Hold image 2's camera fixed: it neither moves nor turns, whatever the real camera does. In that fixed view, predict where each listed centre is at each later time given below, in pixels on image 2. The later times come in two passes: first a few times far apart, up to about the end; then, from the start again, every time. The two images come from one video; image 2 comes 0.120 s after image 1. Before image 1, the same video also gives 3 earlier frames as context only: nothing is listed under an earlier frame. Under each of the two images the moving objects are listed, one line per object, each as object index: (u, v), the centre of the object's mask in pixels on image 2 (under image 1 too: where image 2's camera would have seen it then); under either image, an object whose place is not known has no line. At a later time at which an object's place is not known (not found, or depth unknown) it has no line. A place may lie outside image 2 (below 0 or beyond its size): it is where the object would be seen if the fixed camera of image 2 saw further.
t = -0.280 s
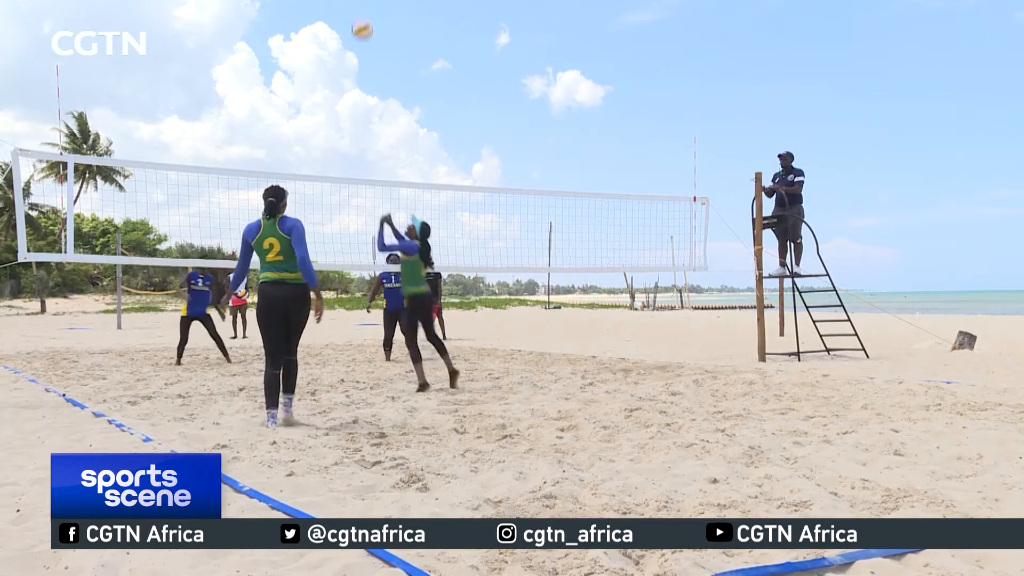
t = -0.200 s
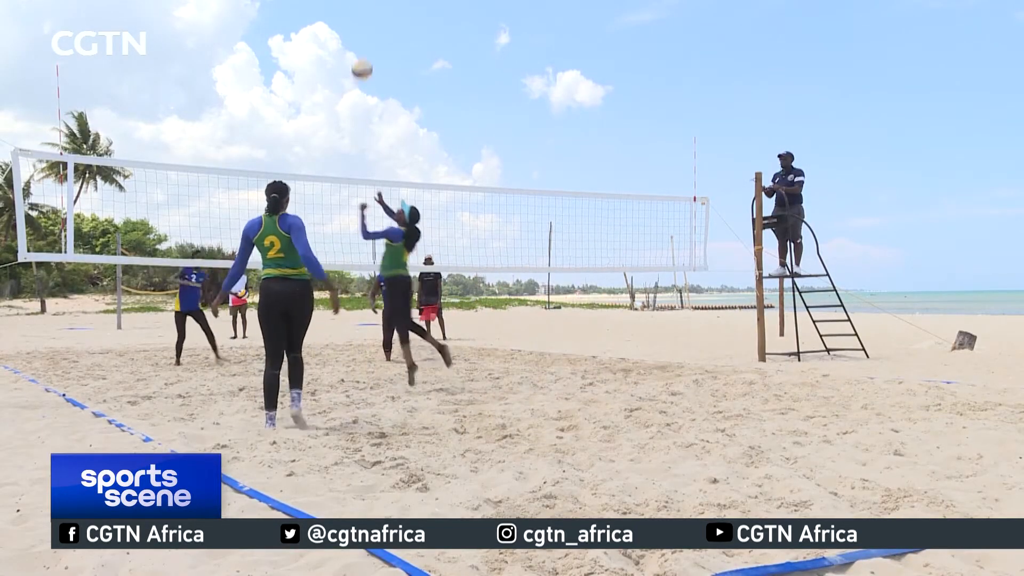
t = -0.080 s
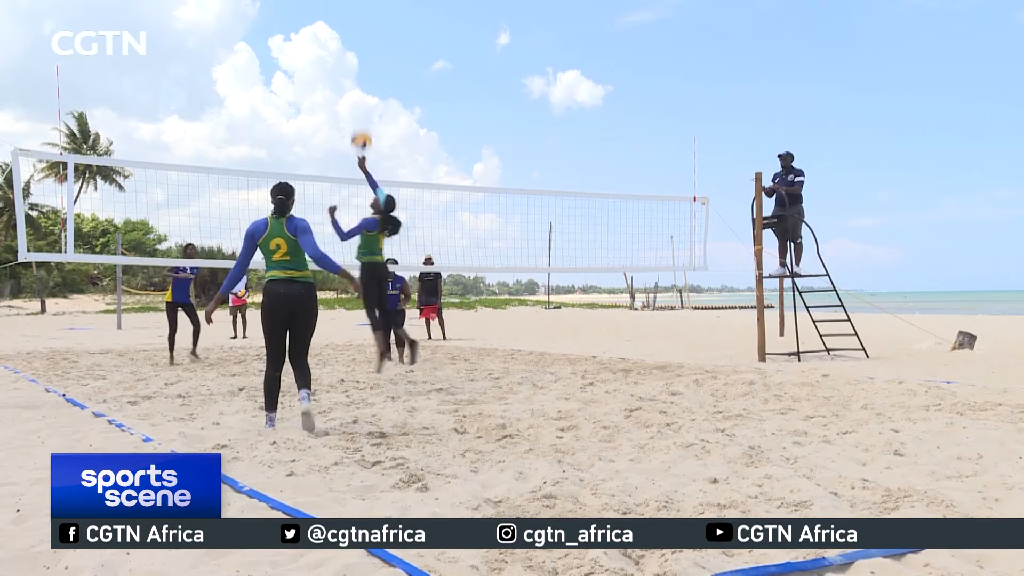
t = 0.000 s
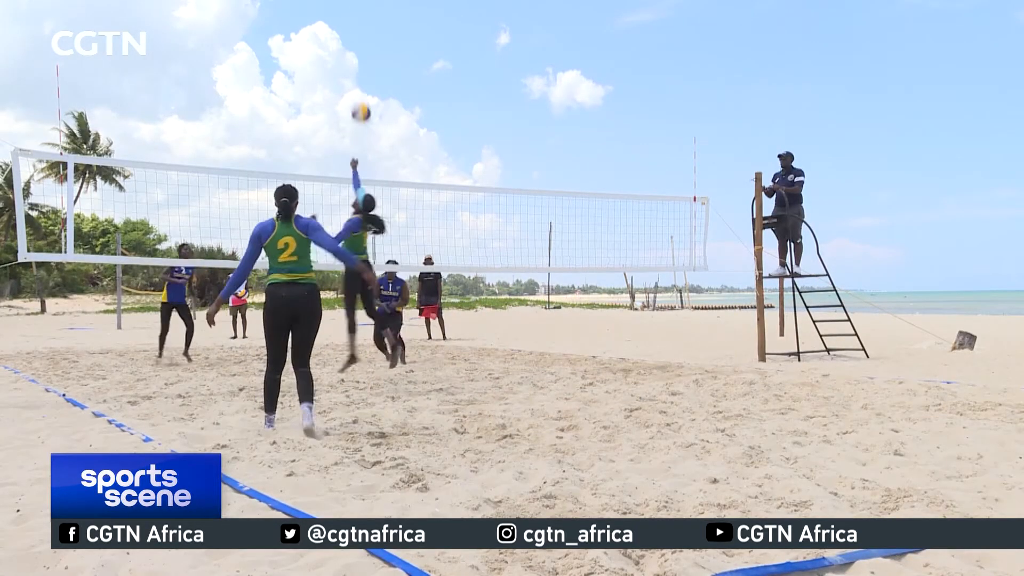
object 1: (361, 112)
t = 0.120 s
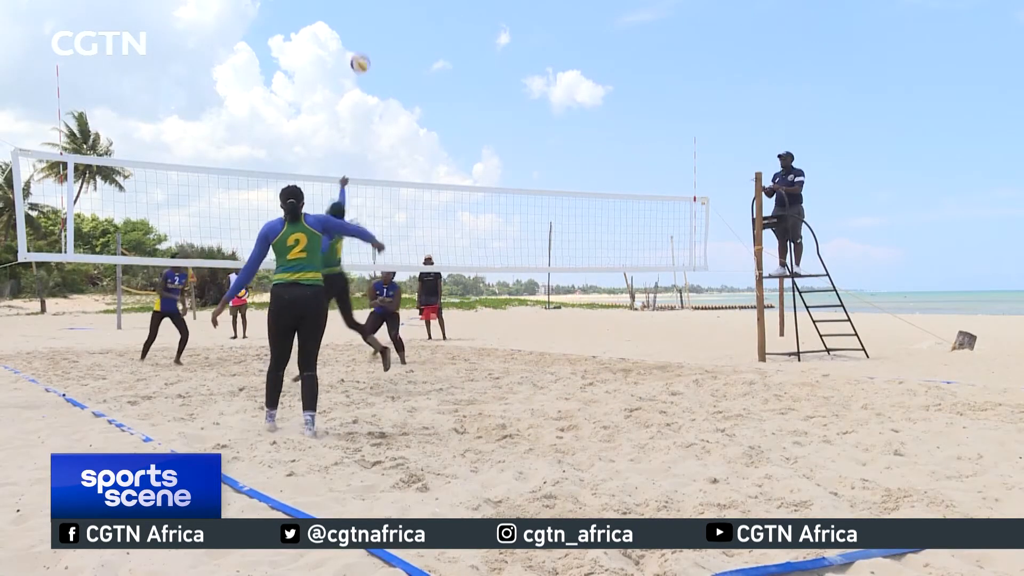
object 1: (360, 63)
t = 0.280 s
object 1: (358, 21)
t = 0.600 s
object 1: (351, 10)
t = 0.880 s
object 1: (344, 67)
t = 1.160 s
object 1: (336, 171)
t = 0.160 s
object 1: (359, 50)
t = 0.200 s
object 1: (359, 39)
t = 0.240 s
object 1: (358, 29)
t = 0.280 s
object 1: (358, 21)
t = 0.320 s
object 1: (357, 15)
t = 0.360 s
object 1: (356, 10)
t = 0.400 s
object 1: (355, 8)
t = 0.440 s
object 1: (355, 7)
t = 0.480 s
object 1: (354, 6)
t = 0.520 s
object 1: (353, 7)
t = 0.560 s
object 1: (352, 7)
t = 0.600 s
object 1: (351, 10)
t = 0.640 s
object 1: (350, 15)
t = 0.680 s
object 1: (349, 20)
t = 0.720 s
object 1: (348, 27)
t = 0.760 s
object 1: (348, 36)
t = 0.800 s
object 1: (346, 44)
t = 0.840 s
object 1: (345, 55)
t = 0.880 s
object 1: (344, 67)
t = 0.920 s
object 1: (342, 78)
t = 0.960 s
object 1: (341, 92)
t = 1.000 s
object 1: (340, 106)
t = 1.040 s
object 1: (339, 120)
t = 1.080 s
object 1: (338, 137)
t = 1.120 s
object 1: (337, 154)
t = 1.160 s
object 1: (336, 171)
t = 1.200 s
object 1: (334, 191)
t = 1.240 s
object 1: (334, 211)
